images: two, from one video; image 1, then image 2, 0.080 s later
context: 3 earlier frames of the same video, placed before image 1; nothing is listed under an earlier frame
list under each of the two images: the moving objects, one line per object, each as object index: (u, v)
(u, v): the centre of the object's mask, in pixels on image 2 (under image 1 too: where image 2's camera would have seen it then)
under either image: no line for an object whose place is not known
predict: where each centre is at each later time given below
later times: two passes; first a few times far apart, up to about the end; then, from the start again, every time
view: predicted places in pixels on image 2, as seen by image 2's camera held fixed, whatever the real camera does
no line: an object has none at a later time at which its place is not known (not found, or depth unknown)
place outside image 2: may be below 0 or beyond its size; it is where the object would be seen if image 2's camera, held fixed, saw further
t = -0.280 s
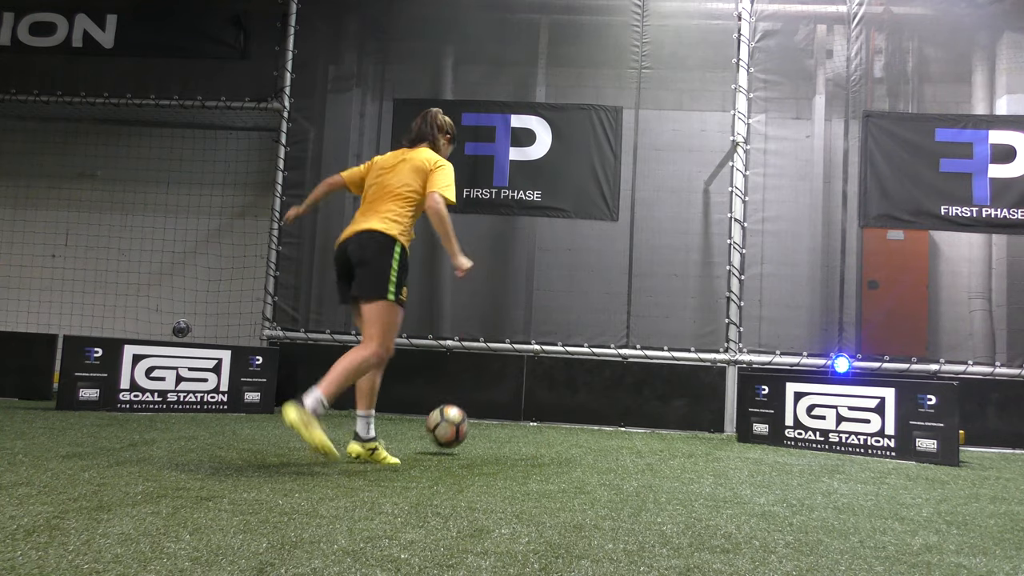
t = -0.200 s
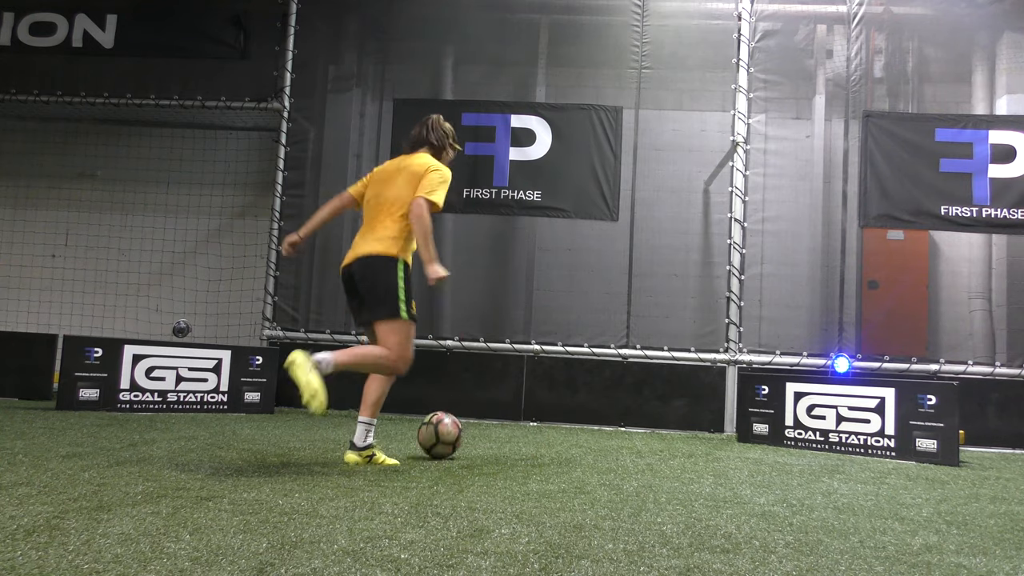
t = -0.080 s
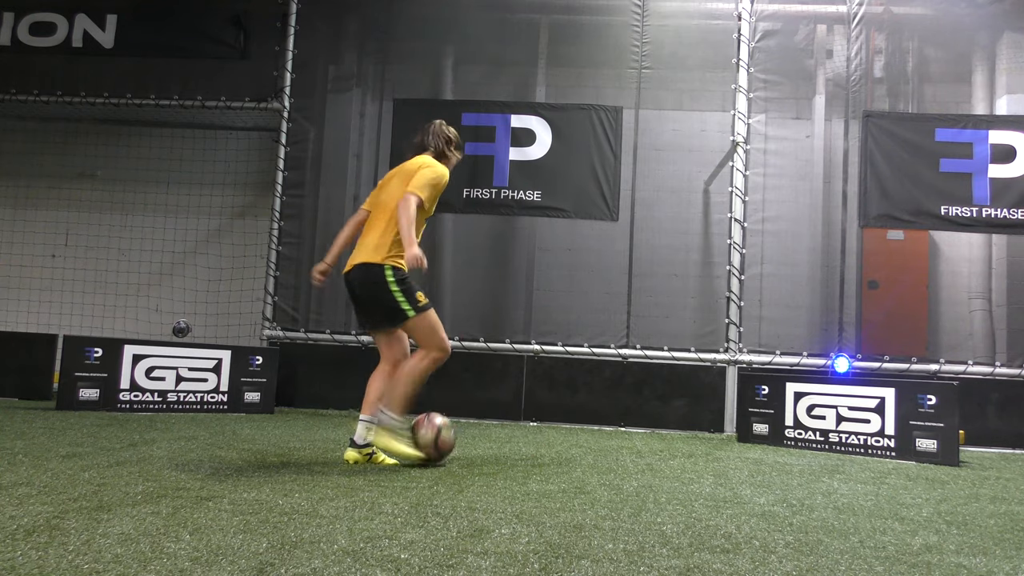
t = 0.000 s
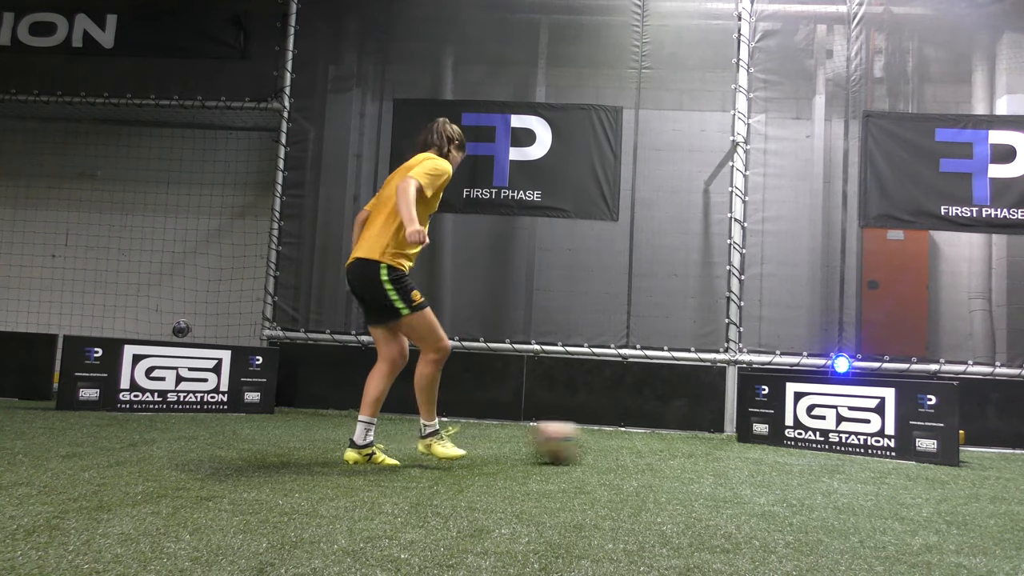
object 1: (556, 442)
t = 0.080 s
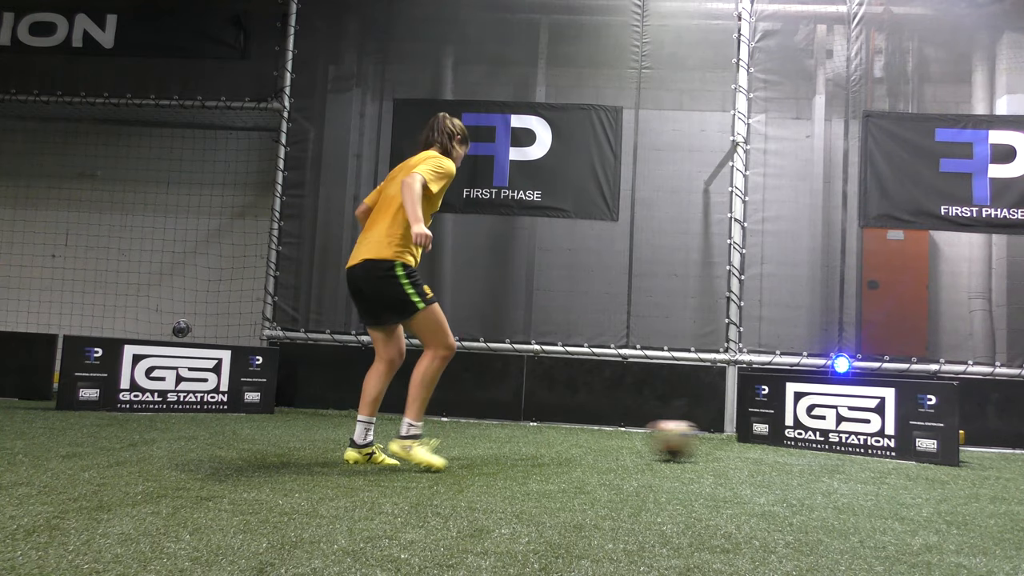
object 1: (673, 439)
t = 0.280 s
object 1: (848, 440)
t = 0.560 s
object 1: (716, 446)
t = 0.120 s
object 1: (722, 440)
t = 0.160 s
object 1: (765, 439)
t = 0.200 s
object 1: (808, 441)
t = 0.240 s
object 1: (841, 441)
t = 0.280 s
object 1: (848, 440)
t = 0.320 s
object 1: (831, 440)
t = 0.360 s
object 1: (812, 443)
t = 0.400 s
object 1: (793, 443)
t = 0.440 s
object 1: (775, 442)
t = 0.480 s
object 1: (756, 443)
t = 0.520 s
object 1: (736, 445)
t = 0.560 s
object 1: (716, 446)
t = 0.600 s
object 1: (695, 447)
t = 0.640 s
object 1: (672, 449)
